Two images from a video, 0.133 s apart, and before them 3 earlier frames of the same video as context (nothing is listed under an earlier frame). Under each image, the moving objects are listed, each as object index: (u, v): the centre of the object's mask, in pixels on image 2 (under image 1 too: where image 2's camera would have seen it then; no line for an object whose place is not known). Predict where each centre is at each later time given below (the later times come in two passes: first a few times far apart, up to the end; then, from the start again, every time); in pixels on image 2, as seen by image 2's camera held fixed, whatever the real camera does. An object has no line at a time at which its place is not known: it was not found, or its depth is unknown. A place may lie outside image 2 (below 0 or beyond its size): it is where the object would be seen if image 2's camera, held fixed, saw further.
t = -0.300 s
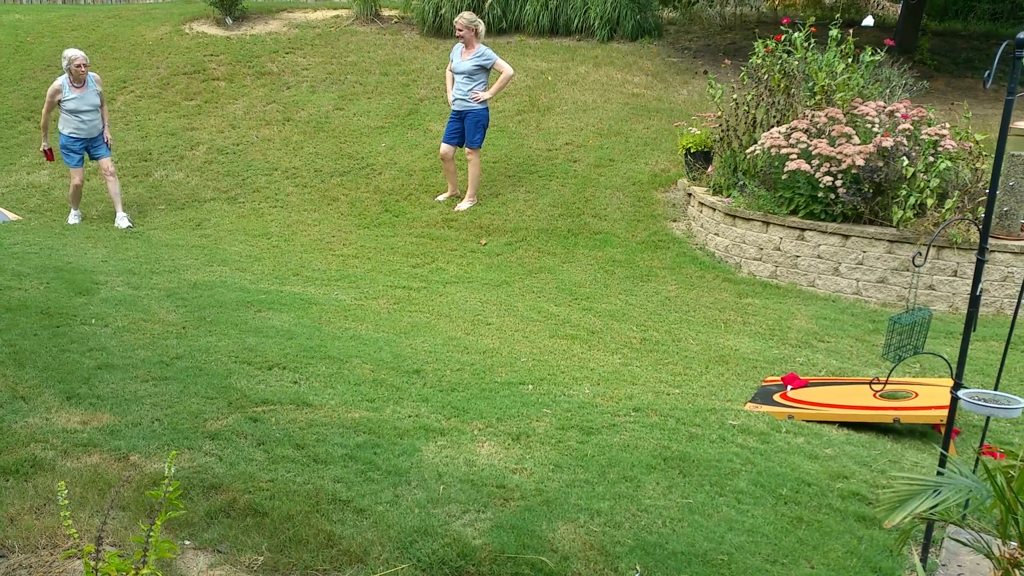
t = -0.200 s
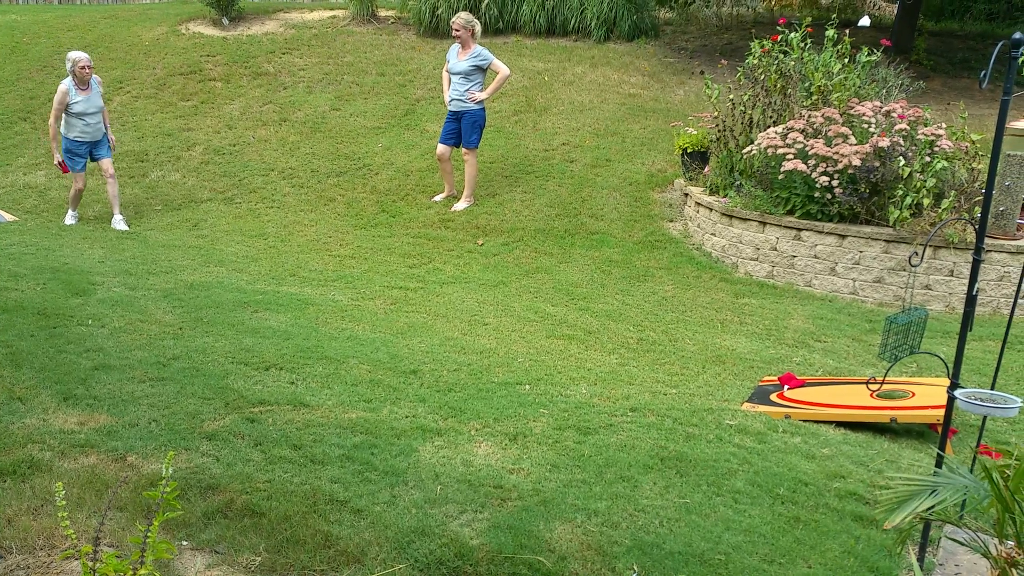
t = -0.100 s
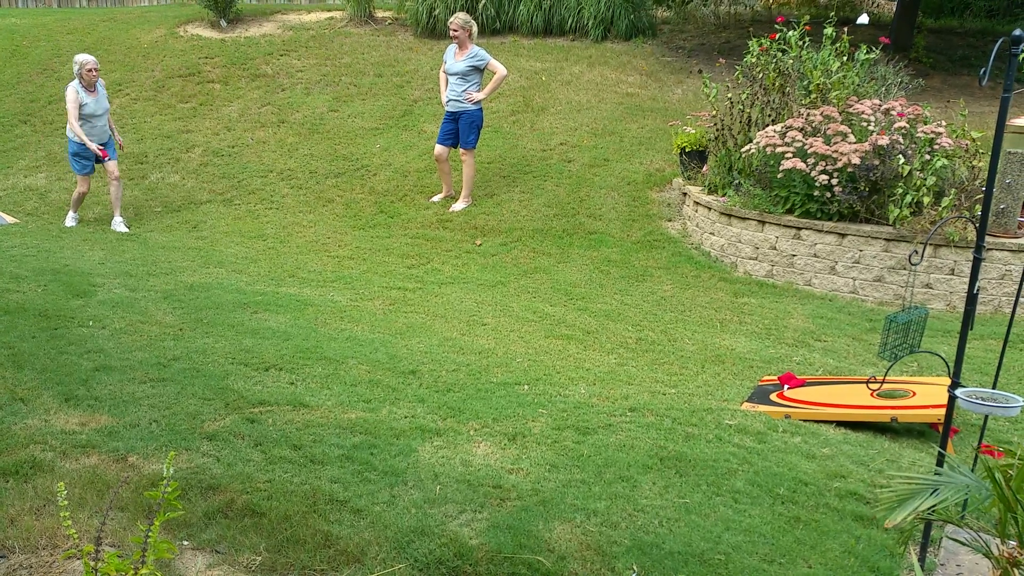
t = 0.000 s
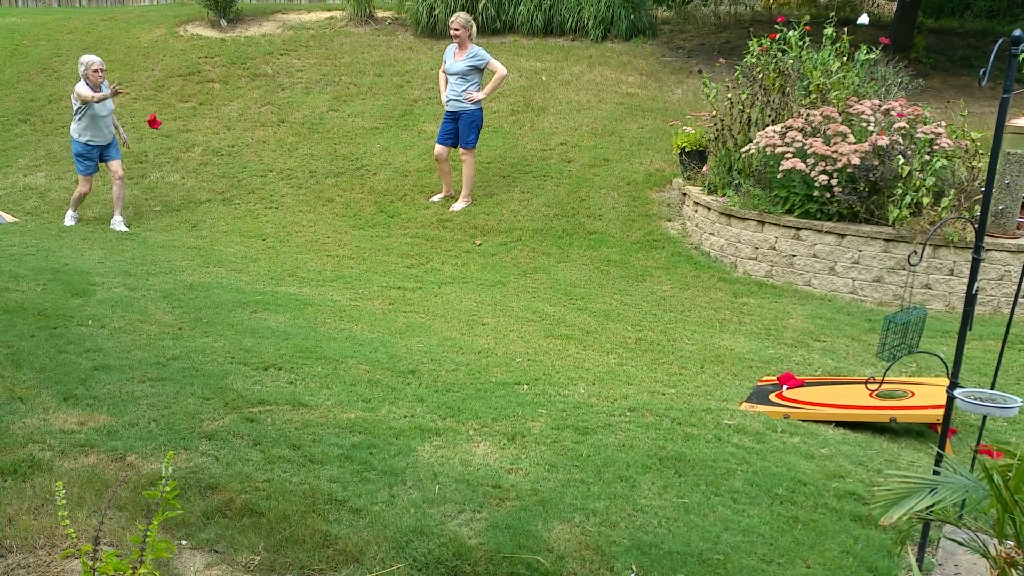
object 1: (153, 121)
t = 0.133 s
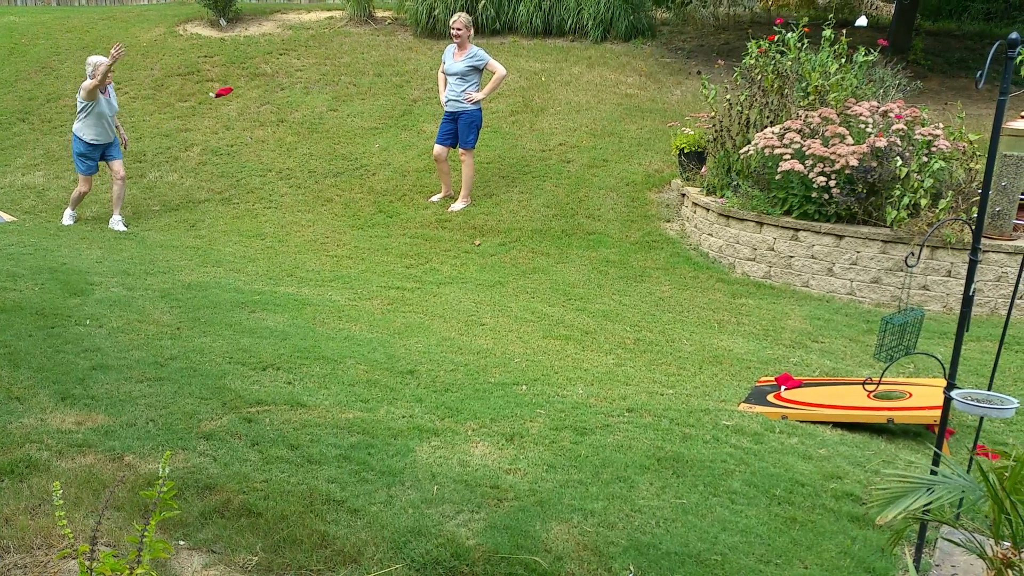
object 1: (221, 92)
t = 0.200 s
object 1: (262, 85)
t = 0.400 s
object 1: (402, 109)
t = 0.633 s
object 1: (580, 235)
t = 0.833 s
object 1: (729, 374)
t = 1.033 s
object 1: (785, 380)
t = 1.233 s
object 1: (783, 381)
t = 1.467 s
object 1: (776, 384)
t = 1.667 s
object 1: (775, 384)
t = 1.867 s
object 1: (776, 384)
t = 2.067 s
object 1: (776, 384)
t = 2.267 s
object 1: (775, 383)
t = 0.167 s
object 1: (244, 88)
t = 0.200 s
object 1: (262, 85)
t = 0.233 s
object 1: (285, 84)
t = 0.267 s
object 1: (307, 84)
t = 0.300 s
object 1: (329, 87)
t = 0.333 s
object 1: (354, 93)
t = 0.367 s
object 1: (378, 100)
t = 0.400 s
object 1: (402, 109)
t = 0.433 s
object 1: (426, 121)
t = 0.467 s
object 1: (451, 136)
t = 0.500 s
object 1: (476, 150)
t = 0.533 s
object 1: (501, 168)
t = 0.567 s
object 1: (526, 188)
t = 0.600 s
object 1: (553, 211)
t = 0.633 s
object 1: (580, 235)
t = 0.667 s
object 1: (609, 262)
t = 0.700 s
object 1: (637, 292)
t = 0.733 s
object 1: (666, 324)
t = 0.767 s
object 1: (695, 359)
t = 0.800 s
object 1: (714, 374)
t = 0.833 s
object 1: (729, 374)
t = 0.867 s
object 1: (741, 374)
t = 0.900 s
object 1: (754, 374)
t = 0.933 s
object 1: (766, 377)
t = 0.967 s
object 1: (776, 380)
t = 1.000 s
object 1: (783, 379)
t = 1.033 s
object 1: (785, 380)
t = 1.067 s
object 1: (786, 380)
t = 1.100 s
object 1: (786, 380)
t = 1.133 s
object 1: (786, 380)
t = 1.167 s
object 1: (785, 380)
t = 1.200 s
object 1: (784, 380)
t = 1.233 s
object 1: (783, 381)
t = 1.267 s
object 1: (783, 381)
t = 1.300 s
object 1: (778, 383)
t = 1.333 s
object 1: (776, 383)
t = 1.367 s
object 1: (776, 383)
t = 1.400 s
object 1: (776, 384)
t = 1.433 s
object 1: (775, 384)
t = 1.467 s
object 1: (776, 384)
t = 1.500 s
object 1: (776, 384)
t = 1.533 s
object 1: (776, 384)
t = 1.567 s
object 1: (776, 384)
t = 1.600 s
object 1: (776, 384)
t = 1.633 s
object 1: (776, 384)
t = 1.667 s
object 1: (775, 384)
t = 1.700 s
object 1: (775, 384)
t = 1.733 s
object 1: (776, 384)
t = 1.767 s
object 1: (775, 384)
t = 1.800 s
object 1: (776, 384)
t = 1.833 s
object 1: (776, 384)
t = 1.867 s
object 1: (776, 384)
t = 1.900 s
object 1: (776, 384)
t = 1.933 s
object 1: (776, 384)
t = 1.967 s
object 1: (776, 384)
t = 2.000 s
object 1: (776, 384)
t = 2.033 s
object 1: (776, 384)
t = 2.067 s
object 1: (776, 384)
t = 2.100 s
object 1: (776, 384)
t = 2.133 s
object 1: (776, 384)
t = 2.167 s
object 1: (775, 384)
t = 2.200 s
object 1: (776, 383)
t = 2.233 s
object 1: (775, 383)
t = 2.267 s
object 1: (775, 383)
